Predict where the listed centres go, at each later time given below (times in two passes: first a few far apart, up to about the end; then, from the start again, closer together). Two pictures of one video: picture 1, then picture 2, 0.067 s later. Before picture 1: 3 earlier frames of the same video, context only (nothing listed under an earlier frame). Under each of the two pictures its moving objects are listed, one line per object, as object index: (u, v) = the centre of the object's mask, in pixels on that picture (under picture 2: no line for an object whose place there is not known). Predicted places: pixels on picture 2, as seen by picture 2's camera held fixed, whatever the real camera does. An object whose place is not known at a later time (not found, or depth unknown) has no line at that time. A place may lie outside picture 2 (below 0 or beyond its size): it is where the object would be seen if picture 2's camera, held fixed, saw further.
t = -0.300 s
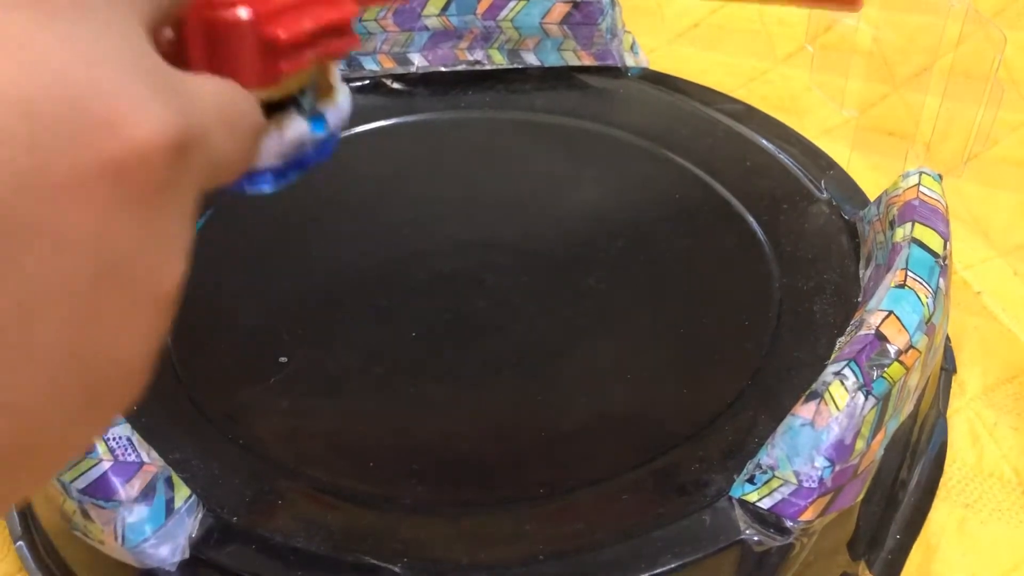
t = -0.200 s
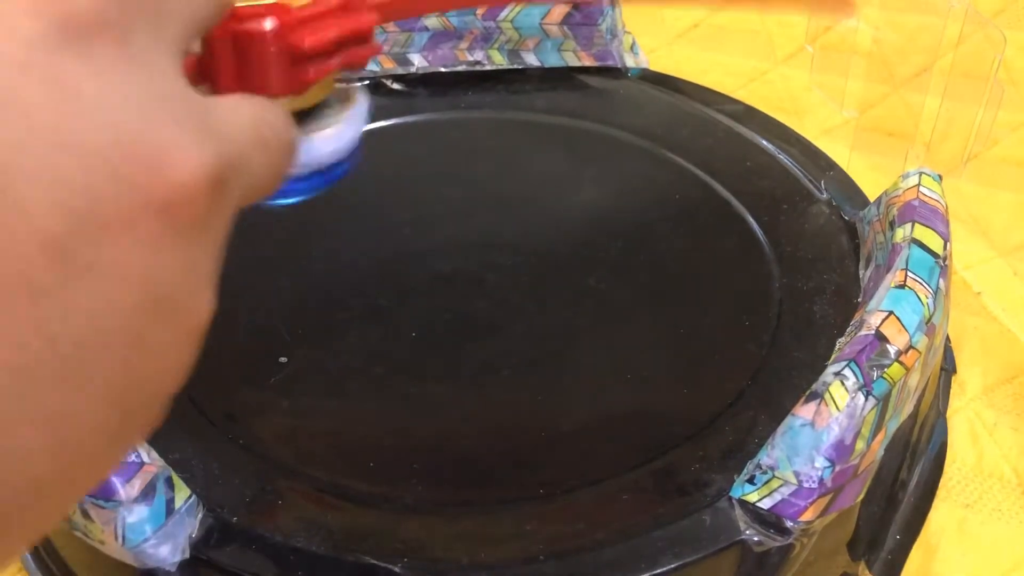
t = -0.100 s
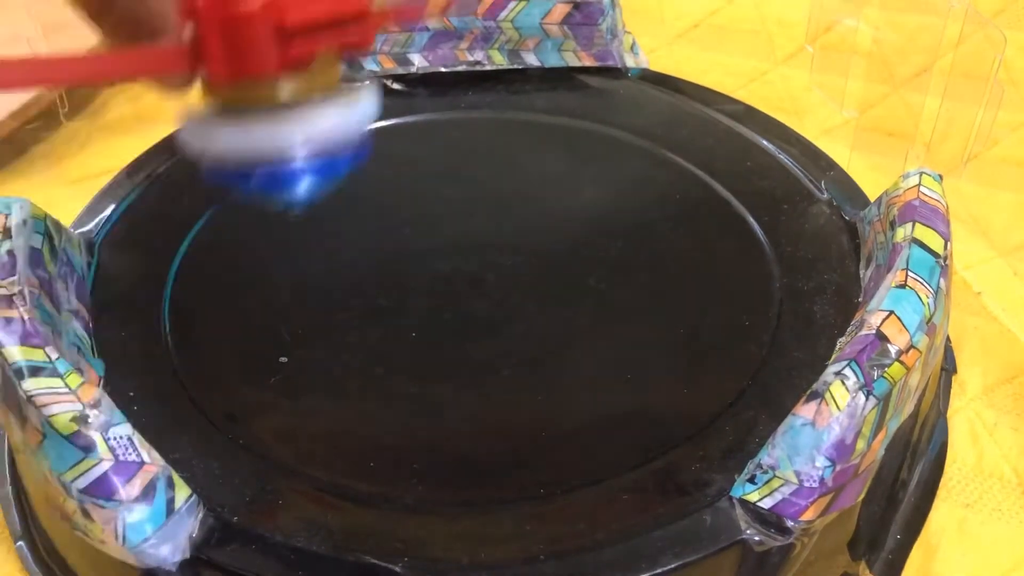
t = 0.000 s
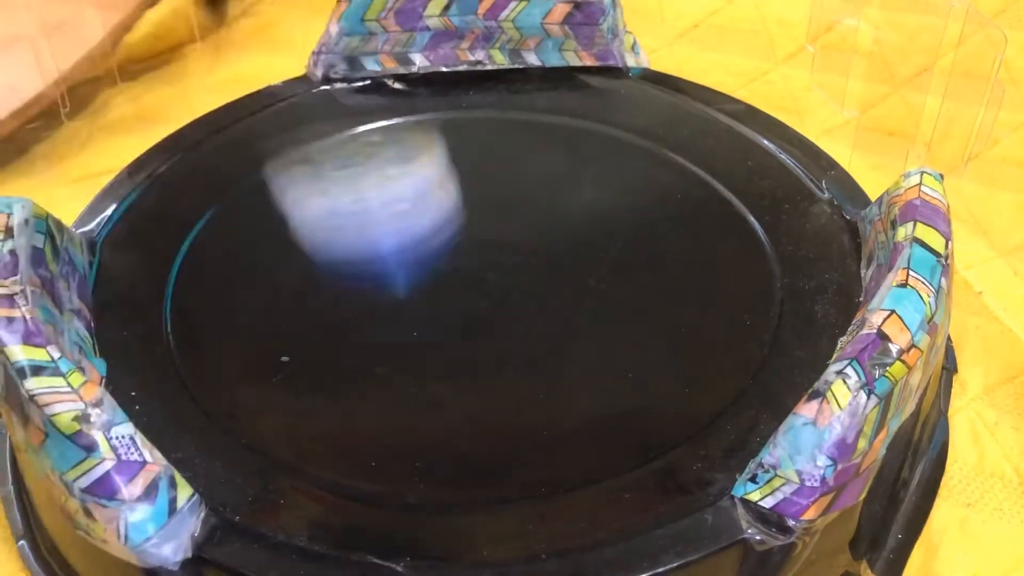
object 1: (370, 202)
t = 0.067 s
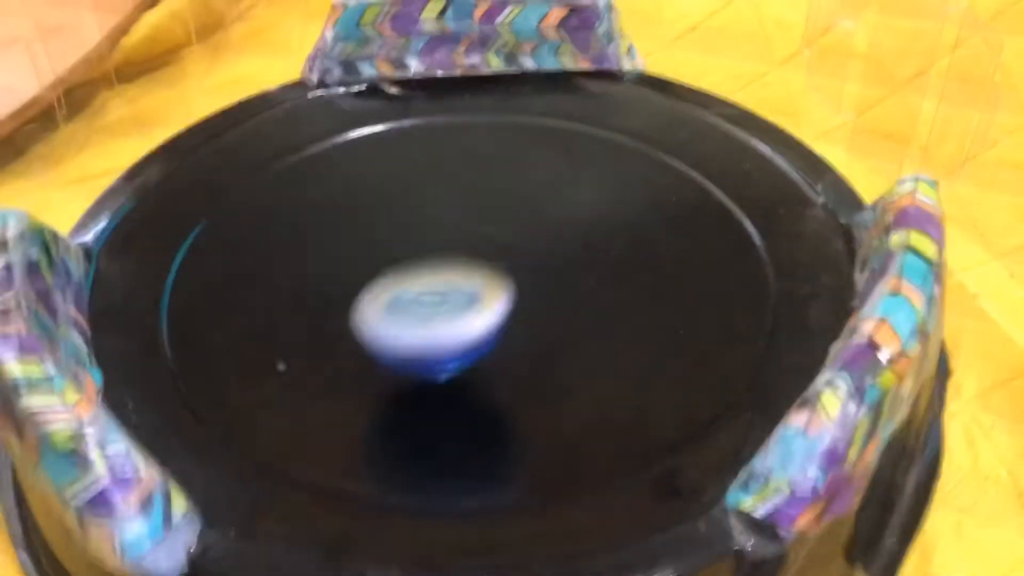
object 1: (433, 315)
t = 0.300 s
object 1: (499, 262)
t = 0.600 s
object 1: (331, 273)
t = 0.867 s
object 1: (217, 369)
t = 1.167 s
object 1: (521, 335)
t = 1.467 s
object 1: (476, 136)
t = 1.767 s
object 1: (234, 216)
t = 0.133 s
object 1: (479, 306)
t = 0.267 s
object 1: (506, 270)
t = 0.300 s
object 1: (499, 262)
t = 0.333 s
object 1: (490, 256)
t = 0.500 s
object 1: (405, 256)
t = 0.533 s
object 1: (381, 261)
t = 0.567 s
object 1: (358, 266)
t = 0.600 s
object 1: (331, 273)
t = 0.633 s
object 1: (306, 280)
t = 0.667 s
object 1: (282, 289)
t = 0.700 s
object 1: (259, 300)
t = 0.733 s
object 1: (239, 313)
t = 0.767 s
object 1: (225, 326)
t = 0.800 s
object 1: (216, 340)
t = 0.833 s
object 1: (213, 355)
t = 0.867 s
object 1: (217, 369)
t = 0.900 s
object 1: (236, 381)
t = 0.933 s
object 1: (266, 391)
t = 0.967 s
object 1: (299, 398)
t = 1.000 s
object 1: (337, 401)
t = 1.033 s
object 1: (379, 400)
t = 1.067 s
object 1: (422, 391)
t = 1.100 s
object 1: (461, 377)
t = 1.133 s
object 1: (496, 358)
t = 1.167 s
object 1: (521, 335)
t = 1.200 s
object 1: (543, 310)
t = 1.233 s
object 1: (554, 283)
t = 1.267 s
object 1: (559, 255)
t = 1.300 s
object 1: (557, 228)
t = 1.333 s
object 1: (549, 202)
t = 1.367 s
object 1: (535, 180)
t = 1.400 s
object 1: (518, 161)
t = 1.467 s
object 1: (476, 136)
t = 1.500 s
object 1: (452, 130)
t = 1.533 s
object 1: (427, 129)
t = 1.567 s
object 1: (399, 132)
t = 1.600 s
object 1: (372, 138)
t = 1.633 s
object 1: (345, 150)
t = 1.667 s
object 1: (315, 163)
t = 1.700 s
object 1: (288, 178)
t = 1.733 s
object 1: (260, 196)
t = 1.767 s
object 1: (234, 216)
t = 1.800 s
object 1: (212, 239)
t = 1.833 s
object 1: (196, 266)
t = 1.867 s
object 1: (188, 295)
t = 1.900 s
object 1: (193, 325)
